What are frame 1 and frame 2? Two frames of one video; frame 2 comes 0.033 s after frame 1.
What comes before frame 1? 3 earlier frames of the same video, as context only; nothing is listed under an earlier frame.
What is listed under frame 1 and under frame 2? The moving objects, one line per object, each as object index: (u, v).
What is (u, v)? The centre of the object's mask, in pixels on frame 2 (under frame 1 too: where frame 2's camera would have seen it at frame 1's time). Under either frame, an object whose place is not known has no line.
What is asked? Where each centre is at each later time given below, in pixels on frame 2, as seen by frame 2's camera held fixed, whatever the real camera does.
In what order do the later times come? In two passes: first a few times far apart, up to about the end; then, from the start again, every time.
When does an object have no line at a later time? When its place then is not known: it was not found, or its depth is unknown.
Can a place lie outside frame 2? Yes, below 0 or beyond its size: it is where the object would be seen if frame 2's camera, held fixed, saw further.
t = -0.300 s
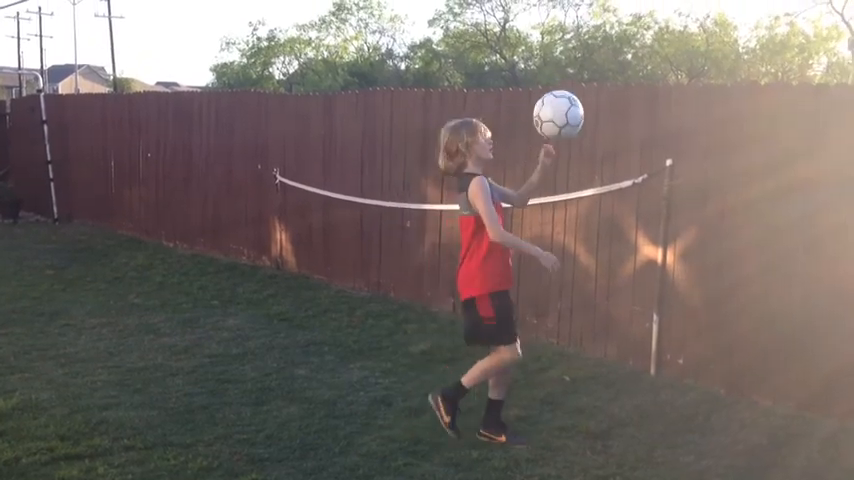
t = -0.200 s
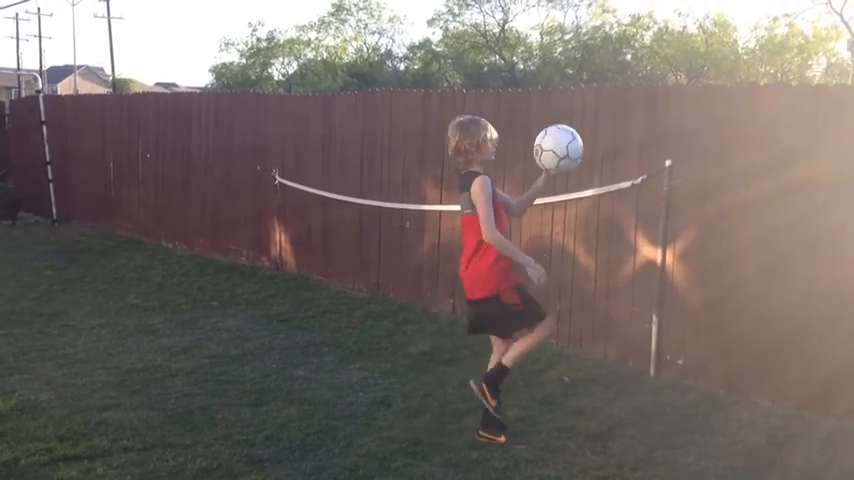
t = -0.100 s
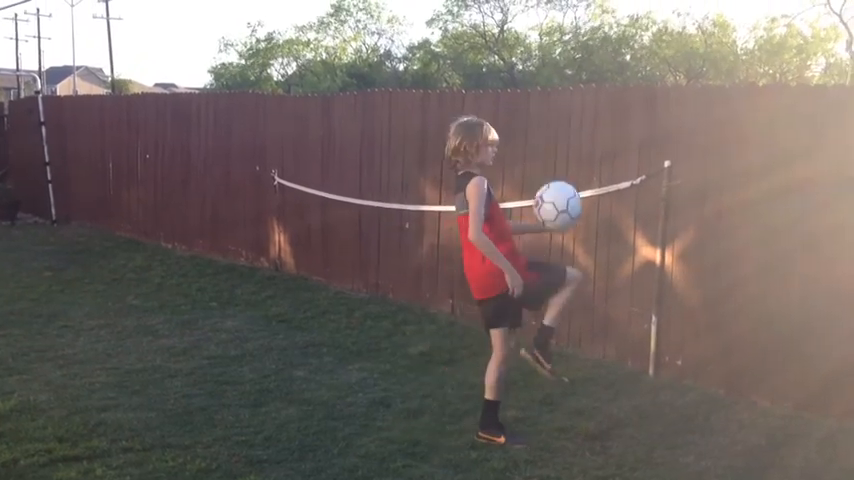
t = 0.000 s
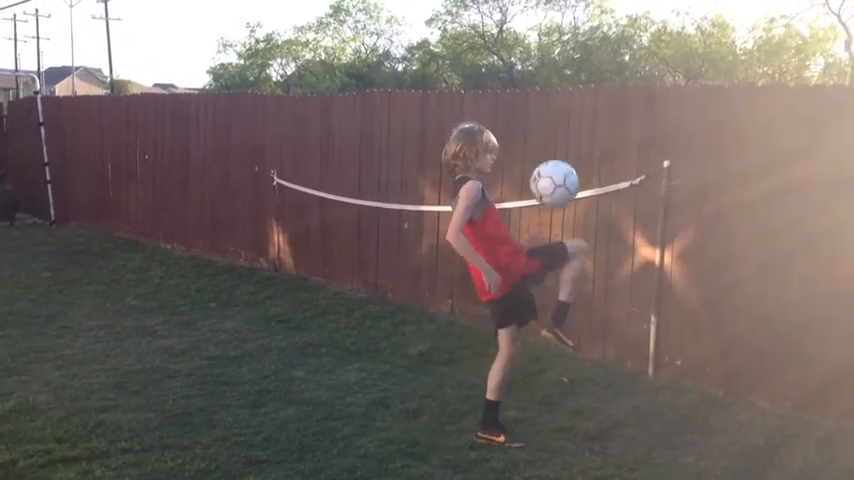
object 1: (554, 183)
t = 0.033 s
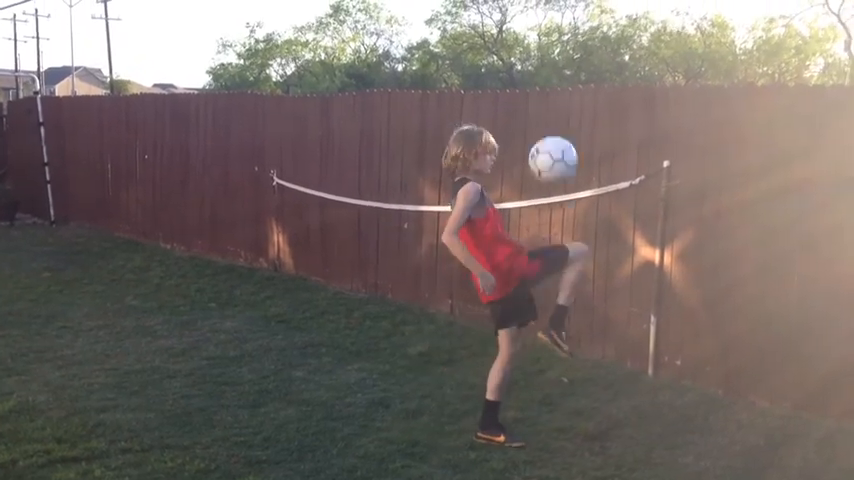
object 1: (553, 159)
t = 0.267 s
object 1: (541, 54)
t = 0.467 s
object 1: (526, 55)
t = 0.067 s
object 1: (551, 137)
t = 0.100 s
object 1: (550, 118)
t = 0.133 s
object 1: (548, 101)
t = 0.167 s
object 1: (547, 85)
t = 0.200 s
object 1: (545, 72)
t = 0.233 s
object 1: (543, 62)
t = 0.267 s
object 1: (541, 54)
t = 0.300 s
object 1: (538, 48)
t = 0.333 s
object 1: (536, 45)
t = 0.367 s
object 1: (534, 44)
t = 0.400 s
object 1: (531, 45)
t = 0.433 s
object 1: (529, 48)
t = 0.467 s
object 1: (526, 55)
